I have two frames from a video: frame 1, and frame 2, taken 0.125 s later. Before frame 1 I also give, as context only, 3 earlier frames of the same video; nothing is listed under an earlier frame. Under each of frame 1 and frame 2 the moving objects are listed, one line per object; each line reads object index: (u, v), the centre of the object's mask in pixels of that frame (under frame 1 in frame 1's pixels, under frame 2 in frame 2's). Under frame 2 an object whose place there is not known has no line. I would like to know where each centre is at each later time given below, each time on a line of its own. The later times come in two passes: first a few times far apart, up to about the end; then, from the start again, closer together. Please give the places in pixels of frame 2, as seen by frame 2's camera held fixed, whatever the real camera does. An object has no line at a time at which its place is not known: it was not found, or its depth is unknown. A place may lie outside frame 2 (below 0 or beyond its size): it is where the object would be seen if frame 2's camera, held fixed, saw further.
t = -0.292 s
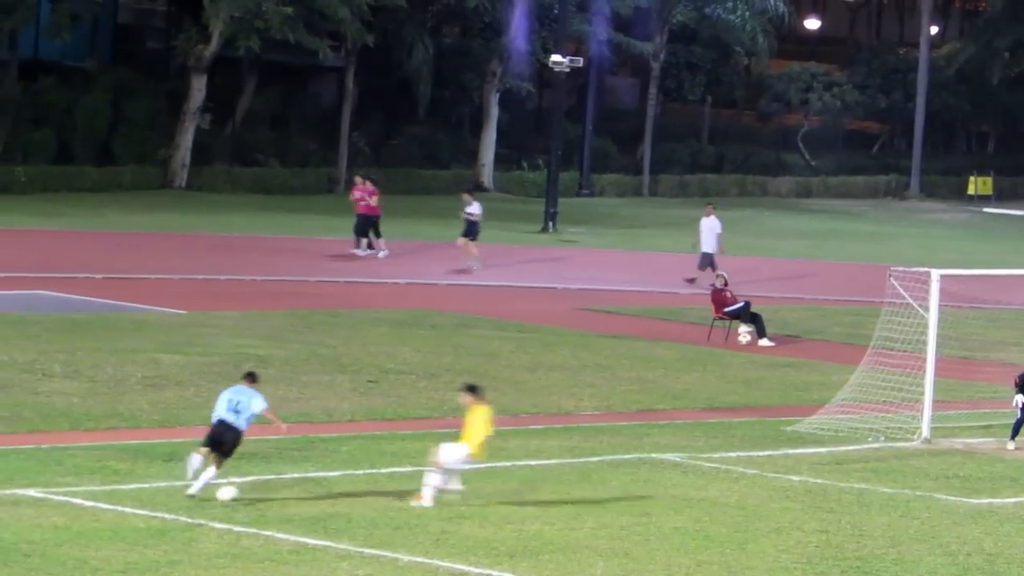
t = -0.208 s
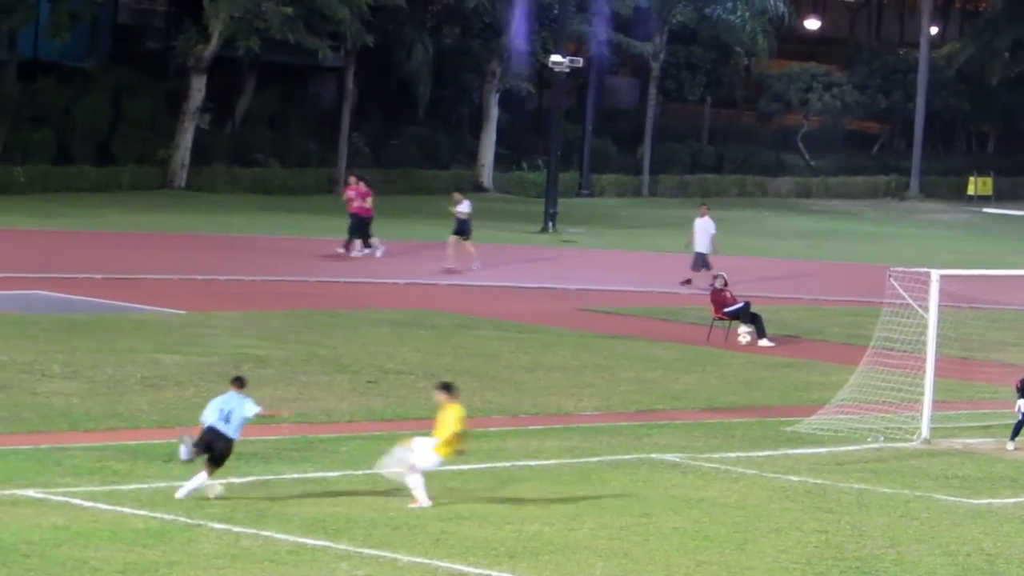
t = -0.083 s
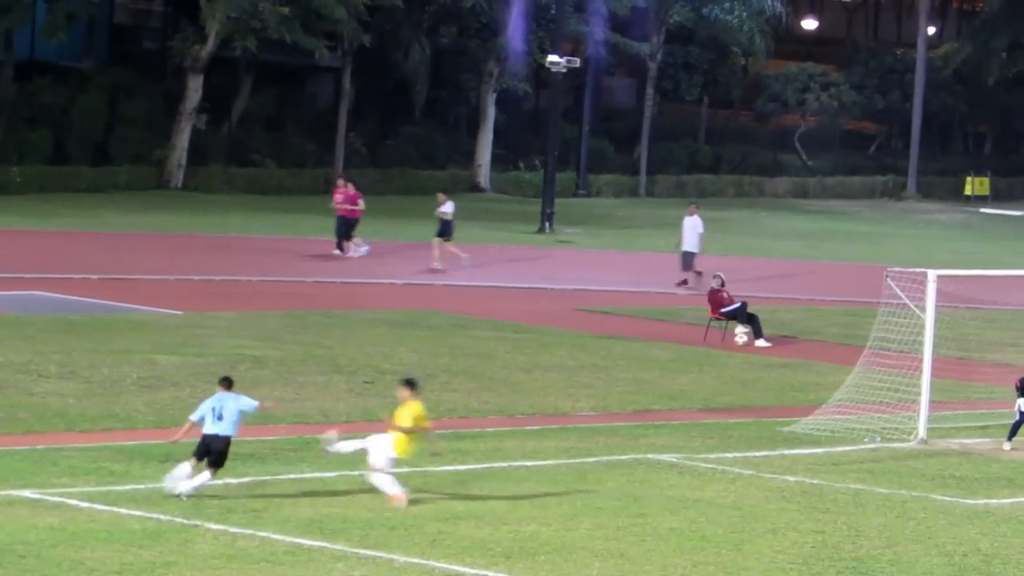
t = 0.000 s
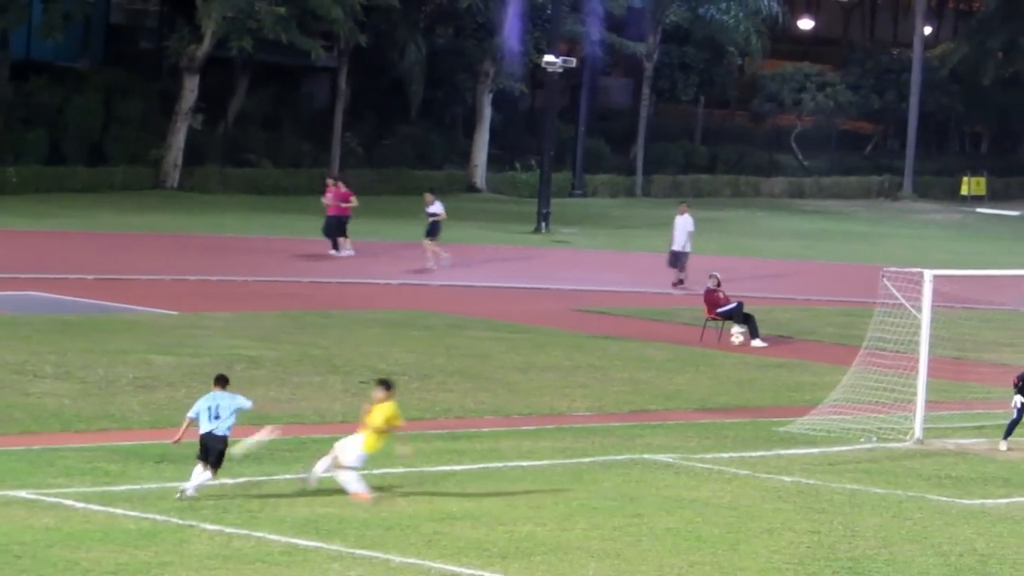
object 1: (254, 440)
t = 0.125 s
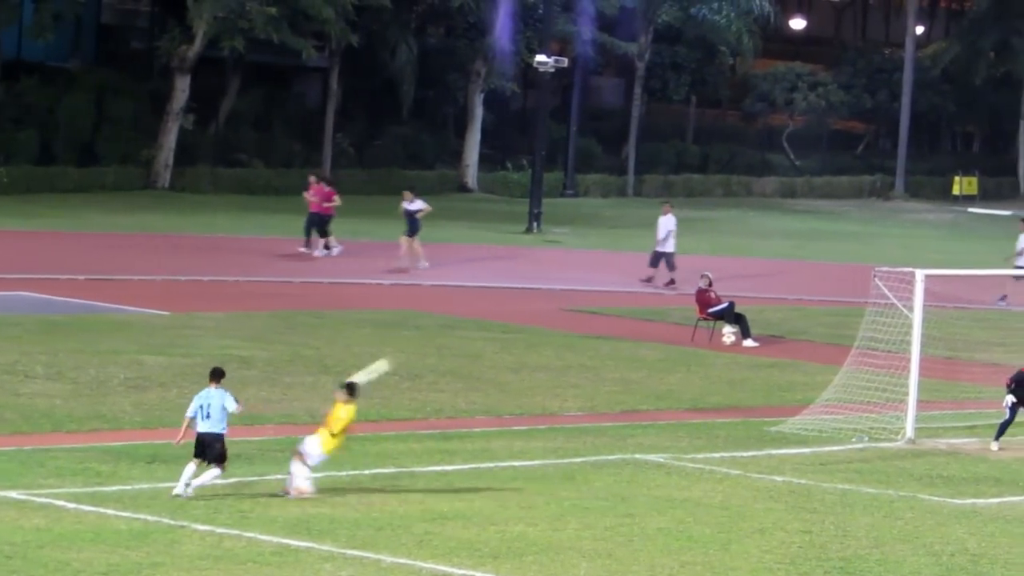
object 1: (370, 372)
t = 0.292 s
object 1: (522, 301)
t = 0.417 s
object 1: (627, 260)
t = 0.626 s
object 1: (789, 211)
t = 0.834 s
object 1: (952, 190)
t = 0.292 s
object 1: (522, 301)
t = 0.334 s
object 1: (559, 286)
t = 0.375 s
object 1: (593, 272)
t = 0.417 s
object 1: (627, 260)
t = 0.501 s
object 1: (695, 237)
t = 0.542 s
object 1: (724, 227)
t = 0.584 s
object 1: (756, 219)
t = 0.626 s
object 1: (789, 211)
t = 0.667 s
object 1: (821, 204)
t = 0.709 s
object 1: (854, 199)
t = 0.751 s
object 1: (886, 195)
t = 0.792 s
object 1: (917, 192)
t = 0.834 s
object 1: (952, 190)
